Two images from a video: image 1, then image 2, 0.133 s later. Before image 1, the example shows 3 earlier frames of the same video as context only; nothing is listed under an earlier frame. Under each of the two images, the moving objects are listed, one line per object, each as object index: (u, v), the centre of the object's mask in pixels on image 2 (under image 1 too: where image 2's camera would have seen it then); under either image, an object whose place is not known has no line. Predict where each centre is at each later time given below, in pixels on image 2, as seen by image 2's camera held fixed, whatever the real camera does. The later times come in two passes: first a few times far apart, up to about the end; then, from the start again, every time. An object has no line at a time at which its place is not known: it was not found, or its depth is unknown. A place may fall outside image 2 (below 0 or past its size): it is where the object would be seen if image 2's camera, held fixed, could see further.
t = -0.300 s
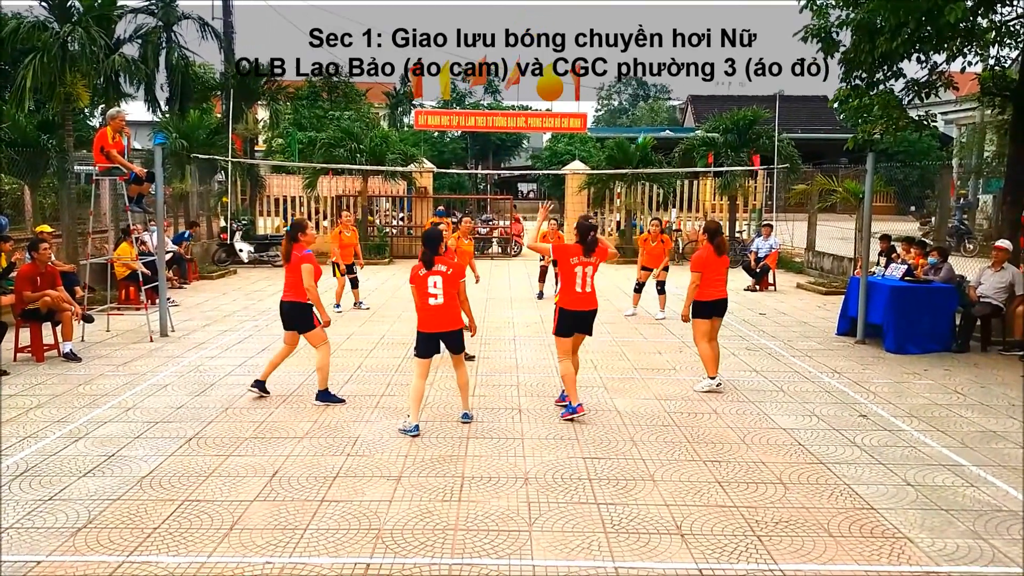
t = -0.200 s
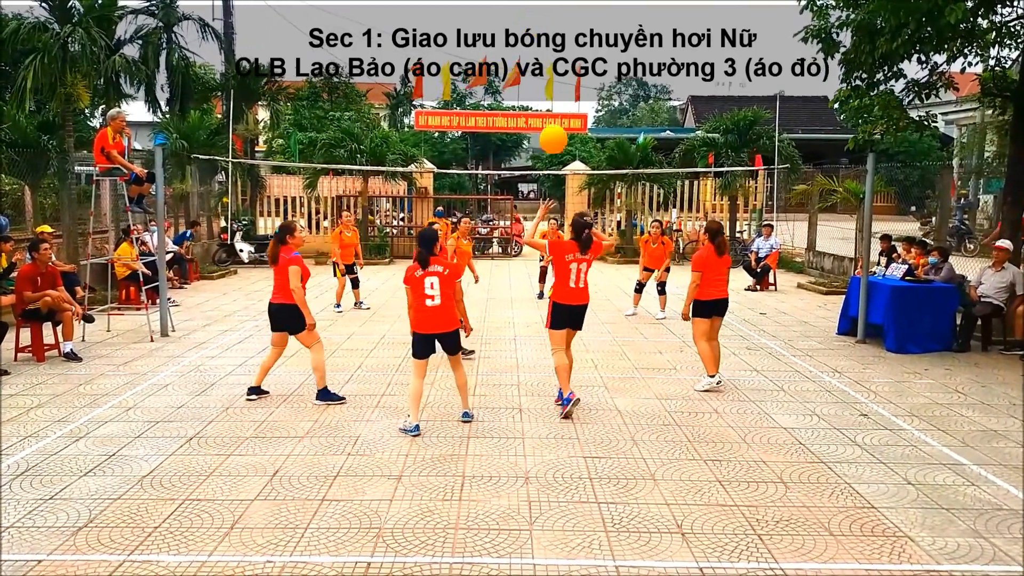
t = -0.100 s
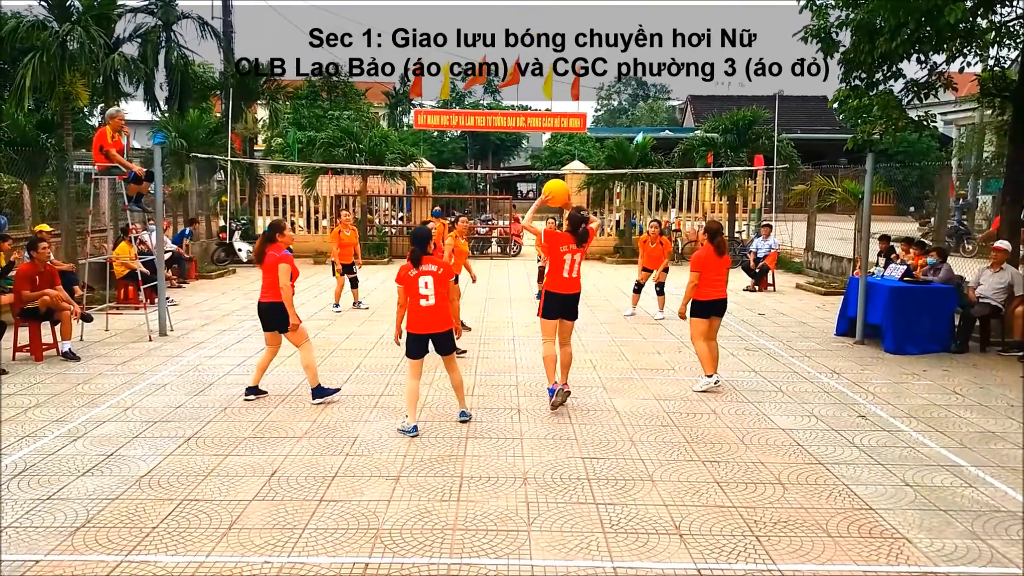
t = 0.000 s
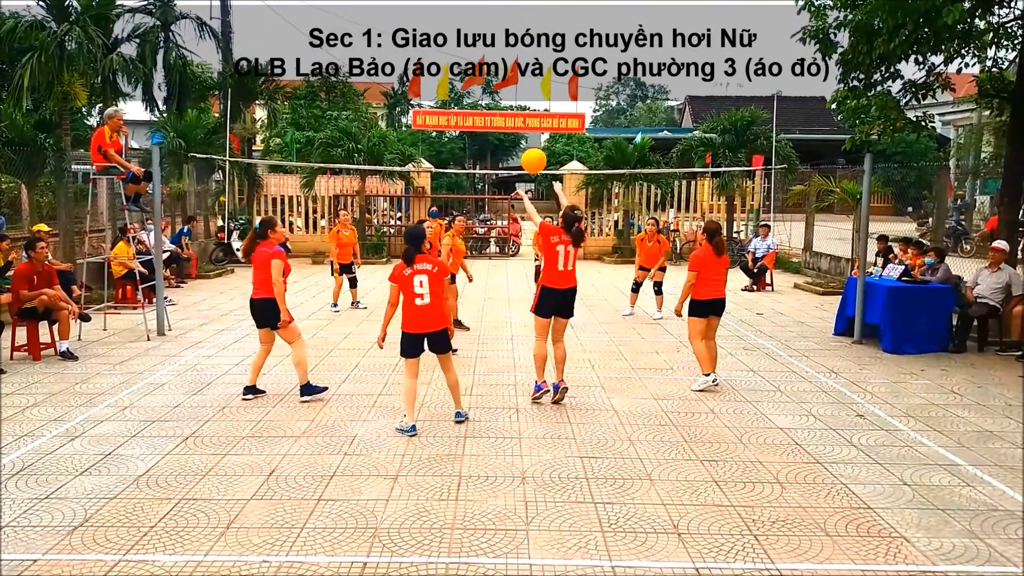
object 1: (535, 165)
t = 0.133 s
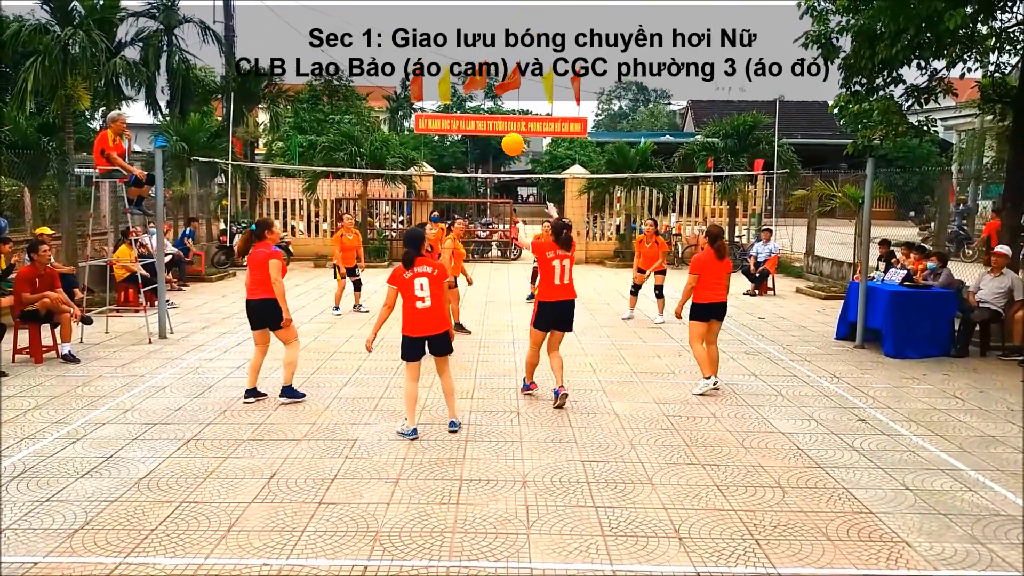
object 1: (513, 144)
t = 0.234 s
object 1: (497, 141)
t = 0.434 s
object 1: (475, 156)
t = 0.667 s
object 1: (458, 204)
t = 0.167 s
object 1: (507, 142)
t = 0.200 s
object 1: (502, 141)
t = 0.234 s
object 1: (497, 141)
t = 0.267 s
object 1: (493, 141)
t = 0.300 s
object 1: (489, 143)
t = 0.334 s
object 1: (485, 145)
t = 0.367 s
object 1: (481, 148)
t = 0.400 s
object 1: (478, 152)
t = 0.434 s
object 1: (475, 156)
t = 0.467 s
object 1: (472, 161)
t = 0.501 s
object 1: (469, 166)
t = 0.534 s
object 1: (467, 173)
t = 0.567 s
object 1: (464, 182)
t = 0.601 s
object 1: (462, 188)
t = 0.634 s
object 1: (460, 196)
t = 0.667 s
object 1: (458, 204)
